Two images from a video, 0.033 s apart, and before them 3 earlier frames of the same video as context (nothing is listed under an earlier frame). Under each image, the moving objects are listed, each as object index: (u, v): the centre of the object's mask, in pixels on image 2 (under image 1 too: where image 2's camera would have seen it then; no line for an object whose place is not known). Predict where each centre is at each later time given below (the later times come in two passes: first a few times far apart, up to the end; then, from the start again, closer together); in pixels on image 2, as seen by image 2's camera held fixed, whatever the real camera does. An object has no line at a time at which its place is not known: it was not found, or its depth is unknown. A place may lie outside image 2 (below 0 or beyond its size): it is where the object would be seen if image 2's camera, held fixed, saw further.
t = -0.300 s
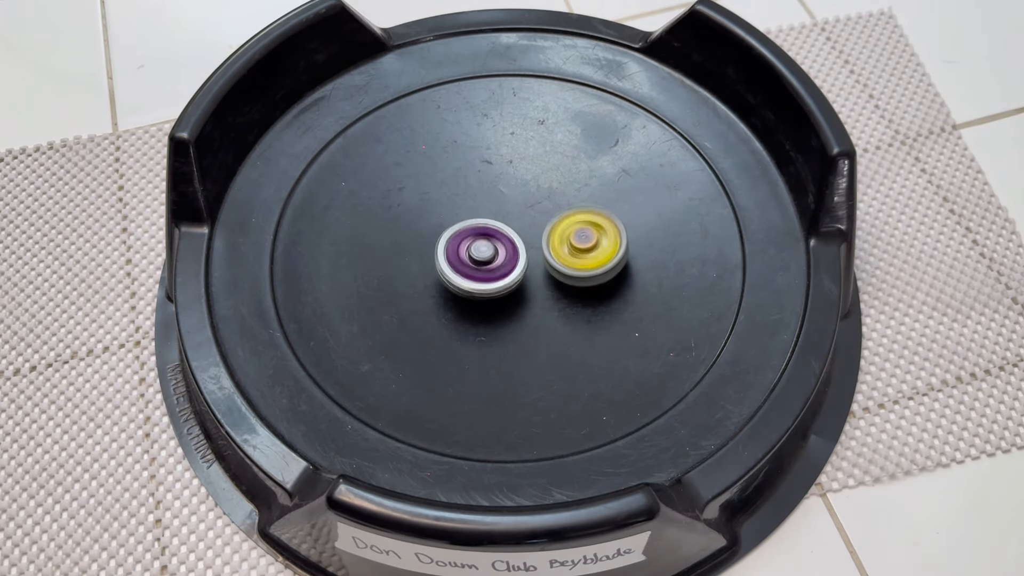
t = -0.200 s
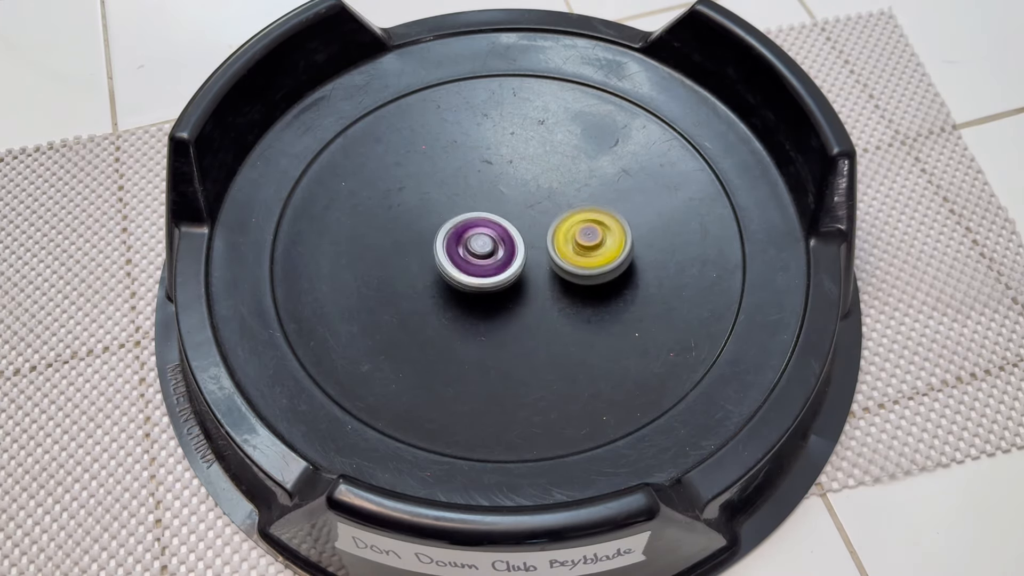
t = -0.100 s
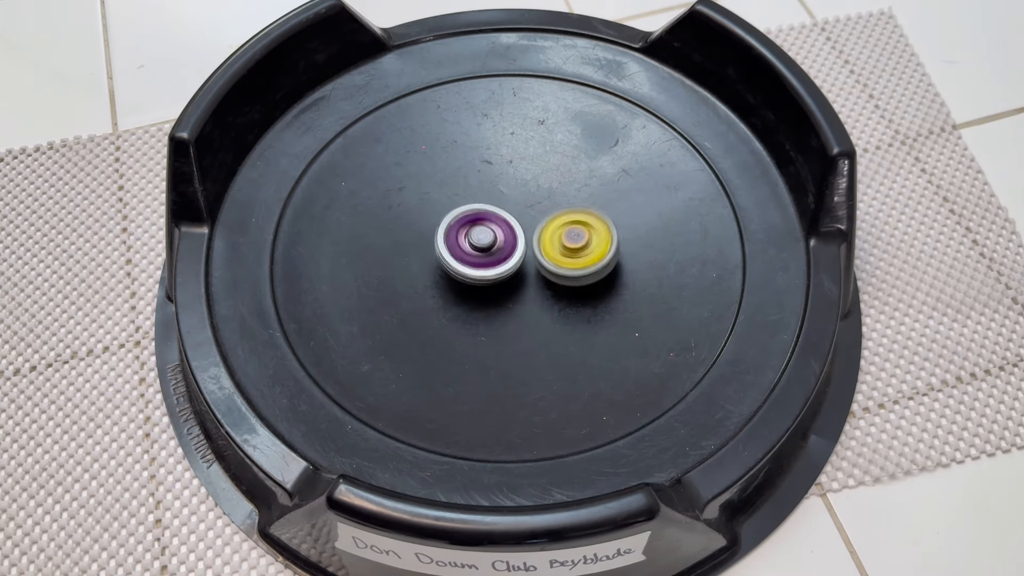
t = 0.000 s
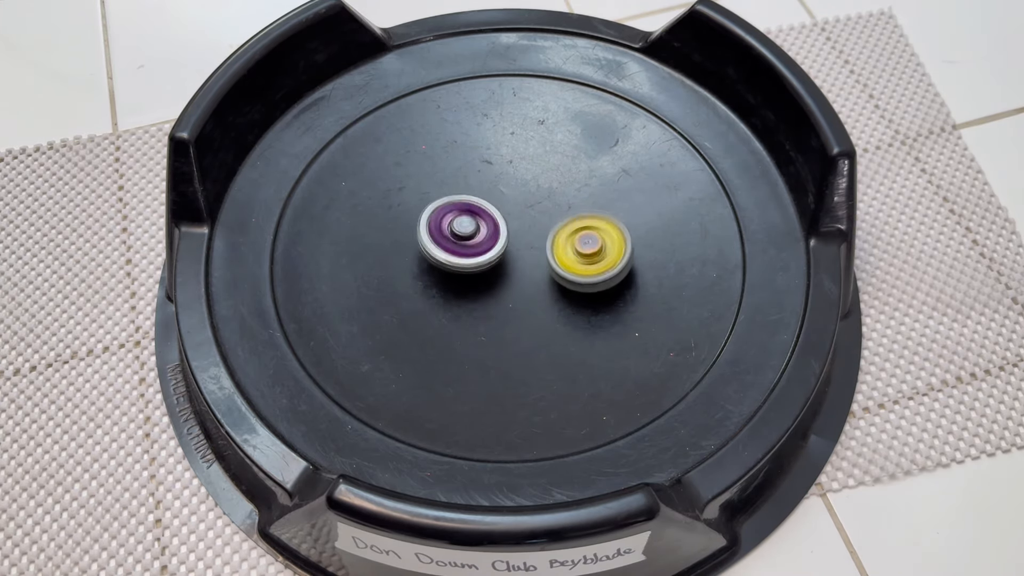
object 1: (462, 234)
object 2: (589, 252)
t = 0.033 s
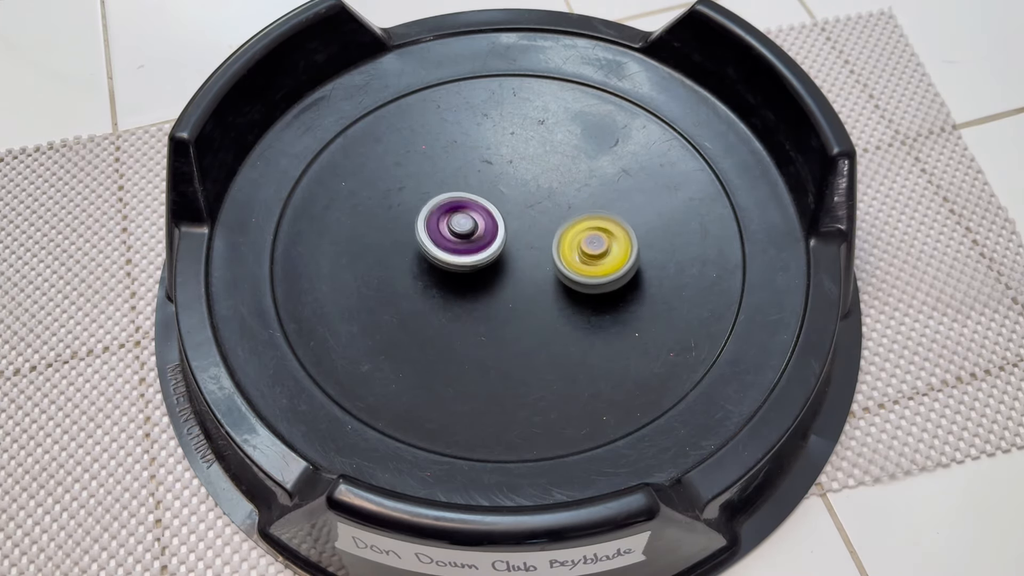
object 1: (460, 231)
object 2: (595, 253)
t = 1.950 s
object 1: (543, 240)
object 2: (435, 267)
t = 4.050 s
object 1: (473, 265)
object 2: (590, 198)
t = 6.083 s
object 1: (524, 225)
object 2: (436, 249)
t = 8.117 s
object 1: (486, 231)
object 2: (591, 262)
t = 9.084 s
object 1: (511, 218)
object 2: (457, 283)
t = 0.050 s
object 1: (459, 230)
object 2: (598, 252)
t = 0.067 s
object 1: (458, 230)
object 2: (601, 253)
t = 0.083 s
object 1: (457, 228)
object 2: (603, 252)
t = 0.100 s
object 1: (457, 228)
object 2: (605, 251)
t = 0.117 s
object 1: (455, 227)
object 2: (607, 250)
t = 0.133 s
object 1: (455, 225)
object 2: (608, 249)
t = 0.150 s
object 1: (455, 225)
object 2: (609, 247)
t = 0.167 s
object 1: (454, 224)
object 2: (608, 246)
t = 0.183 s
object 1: (454, 223)
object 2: (607, 245)
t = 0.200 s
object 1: (454, 222)
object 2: (605, 243)
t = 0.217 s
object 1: (455, 221)
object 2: (602, 242)
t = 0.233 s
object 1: (455, 220)
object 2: (599, 241)
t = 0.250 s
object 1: (455, 219)
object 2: (595, 241)
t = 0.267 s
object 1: (456, 218)
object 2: (591, 241)
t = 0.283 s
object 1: (456, 217)
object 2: (586, 242)
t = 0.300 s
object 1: (457, 217)
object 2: (582, 244)
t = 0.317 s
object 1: (458, 216)
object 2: (578, 245)
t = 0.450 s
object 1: (467, 211)
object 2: (543, 260)
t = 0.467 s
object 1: (468, 210)
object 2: (538, 262)
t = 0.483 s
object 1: (470, 210)
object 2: (535, 265)
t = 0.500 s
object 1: (470, 209)
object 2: (532, 269)
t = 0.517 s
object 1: (472, 208)
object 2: (530, 272)
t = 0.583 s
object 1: (477, 206)
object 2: (524, 286)
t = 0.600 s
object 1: (479, 206)
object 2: (524, 289)
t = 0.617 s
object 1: (480, 206)
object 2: (523, 293)
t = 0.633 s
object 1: (482, 206)
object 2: (523, 296)
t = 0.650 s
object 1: (483, 206)
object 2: (523, 299)
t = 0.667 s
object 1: (485, 206)
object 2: (524, 302)
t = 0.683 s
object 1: (487, 205)
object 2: (524, 304)
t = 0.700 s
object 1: (488, 206)
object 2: (525, 307)
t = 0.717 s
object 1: (491, 206)
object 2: (526, 309)
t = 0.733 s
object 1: (492, 206)
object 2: (526, 311)
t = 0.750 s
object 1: (494, 206)
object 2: (528, 312)
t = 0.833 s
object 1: (503, 208)
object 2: (536, 315)
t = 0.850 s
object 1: (504, 209)
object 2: (537, 315)
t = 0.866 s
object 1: (506, 210)
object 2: (538, 312)
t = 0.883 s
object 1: (507, 211)
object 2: (538, 310)
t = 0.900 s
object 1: (509, 212)
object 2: (538, 308)
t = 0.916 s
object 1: (511, 213)
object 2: (537, 305)
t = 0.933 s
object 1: (512, 214)
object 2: (536, 302)
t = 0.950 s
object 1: (514, 214)
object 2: (534, 300)
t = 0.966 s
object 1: (516, 215)
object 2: (532, 297)
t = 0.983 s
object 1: (517, 216)
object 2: (529, 294)
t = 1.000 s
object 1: (519, 215)
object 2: (526, 293)
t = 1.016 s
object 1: (521, 214)
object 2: (522, 292)
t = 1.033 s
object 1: (524, 214)
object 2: (520, 293)
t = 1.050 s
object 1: (525, 214)
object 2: (516, 293)
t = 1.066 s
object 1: (526, 214)
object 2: (513, 293)
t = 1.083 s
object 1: (527, 215)
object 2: (510, 293)
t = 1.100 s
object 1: (528, 215)
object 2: (506, 294)
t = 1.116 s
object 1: (529, 215)
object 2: (503, 294)
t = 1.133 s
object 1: (530, 215)
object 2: (500, 295)
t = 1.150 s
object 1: (531, 215)
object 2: (498, 295)
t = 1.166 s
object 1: (532, 216)
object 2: (495, 296)
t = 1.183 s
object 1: (532, 216)
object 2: (493, 296)
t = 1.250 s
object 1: (535, 219)
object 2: (485, 298)
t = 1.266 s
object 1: (536, 219)
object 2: (483, 298)
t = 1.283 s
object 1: (536, 220)
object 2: (481, 299)
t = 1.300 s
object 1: (537, 220)
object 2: (480, 298)
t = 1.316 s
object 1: (537, 221)
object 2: (479, 298)
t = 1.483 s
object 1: (536, 230)
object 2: (467, 285)
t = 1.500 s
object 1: (535, 231)
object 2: (466, 283)
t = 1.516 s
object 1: (535, 232)
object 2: (463, 282)
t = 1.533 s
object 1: (537, 232)
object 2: (458, 282)
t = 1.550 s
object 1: (539, 232)
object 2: (454, 282)
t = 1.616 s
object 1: (540, 233)
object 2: (440, 283)
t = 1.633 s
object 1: (540, 233)
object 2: (438, 284)
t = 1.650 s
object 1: (541, 234)
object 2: (435, 284)
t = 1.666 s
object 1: (540, 234)
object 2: (433, 284)
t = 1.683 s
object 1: (541, 234)
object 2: (431, 285)
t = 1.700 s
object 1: (540, 235)
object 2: (430, 285)
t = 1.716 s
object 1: (540, 235)
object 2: (429, 286)
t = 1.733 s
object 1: (540, 236)
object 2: (429, 286)
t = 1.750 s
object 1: (539, 236)
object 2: (429, 286)
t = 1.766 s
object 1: (539, 236)
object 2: (429, 286)
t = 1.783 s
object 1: (538, 237)
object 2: (431, 285)
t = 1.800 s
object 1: (537, 237)
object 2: (432, 284)
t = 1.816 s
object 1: (536, 238)
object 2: (434, 283)
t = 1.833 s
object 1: (536, 238)
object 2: (435, 281)
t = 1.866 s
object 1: (534, 240)
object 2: (439, 277)
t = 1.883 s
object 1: (533, 240)
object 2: (442, 275)
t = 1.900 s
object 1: (532, 241)
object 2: (444, 272)
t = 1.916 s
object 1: (532, 241)
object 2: (445, 270)
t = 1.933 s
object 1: (539, 240)
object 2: (439, 269)
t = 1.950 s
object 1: (543, 240)
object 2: (435, 267)
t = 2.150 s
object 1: (553, 236)
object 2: (405, 255)
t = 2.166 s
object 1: (553, 236)
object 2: (404, 254)
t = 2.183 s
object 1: (553, 236)
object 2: (404, 254)
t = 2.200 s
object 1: (553, 236)
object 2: (405, 254)
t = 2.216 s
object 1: (553, 236)
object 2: (406, 253)
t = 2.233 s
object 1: (553, 235)
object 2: (408, 253)
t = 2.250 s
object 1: (552, 236)
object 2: (411, 252)
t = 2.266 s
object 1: (552, 236)
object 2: (414, 251)
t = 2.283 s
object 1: (551, 236)
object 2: (417, 250)
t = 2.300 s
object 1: (550, 236)
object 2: (419, 249)
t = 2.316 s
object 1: (549, 236)
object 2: (424, 248)
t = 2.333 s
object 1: (549, 236)
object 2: (427, 246)
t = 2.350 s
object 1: (547, 237)
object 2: (432, 244)
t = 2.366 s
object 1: (547, 237)
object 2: (436, 243)
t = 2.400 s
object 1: (544, 237)
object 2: (443, 238)
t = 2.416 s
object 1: (543, 238)
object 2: (447, 236)
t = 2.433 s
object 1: (542, 238)
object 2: (450, 234)
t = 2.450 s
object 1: (546, 240)
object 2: (448, 229)
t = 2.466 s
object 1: (548, 241)
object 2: (447, 226)
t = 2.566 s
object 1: (550, 243)
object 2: (443, 206)
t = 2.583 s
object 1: (550, 244)
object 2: (442, 203)
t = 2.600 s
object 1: (551, 244)
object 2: (441, 201)
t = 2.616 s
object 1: (550, 245)
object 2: (440, 198)
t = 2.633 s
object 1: (550, 245)
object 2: (440, 195)
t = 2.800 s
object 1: (541, 251)
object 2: (437, 178)
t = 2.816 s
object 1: (540, 251)
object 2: (436, 178)
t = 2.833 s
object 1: (538, 252)
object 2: (437, 178)
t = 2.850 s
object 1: (536, 252)
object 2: (438, 178)
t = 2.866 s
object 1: (535, 252)
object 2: (439, 178)
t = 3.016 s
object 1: (517, 255)
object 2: (462, 190)
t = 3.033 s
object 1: (515, 255)
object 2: (466, 191)
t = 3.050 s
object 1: (514, 255)
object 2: (469, 191)
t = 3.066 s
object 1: (512, 256)
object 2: (473, 191)
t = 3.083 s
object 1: (510, 259)
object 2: (476, 189)
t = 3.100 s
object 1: (508, 261)
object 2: (478, 186)
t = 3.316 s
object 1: (491, 272)
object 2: (499, 159)
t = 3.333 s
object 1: (490, 273)
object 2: (499, 158)
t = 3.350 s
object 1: (489, 273)
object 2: (500, 157)
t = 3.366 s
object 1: (488, 273)
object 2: (500, 157)
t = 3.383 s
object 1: (487, 274)
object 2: (501, 157)
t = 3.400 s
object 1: (486, 274)
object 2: (501, 157)
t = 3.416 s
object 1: (485, 274)
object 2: (502, 158)
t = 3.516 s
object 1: (482, 272)
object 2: (507, 169)
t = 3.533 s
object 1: (482, 271)
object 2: (508, 171)
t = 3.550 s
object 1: (481, 271)
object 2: (509, 174)
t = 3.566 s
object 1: (481, 270)
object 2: (510, 177)
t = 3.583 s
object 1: (481, 269)
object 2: (512, 180)
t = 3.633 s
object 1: (482, 265)
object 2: (518, 190)
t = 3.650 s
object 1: (482, 264)
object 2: (520, 193)
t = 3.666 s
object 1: (482, 263)
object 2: (523, 196)
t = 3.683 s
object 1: (482, 262)
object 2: (526, 197)
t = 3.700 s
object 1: (476, 266)
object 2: (532, 197)
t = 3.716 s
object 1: (473, 267)
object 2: (537, 196)
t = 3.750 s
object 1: (471, 268)
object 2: (545, 196)
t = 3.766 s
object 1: (471, 268)
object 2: (549, 196)
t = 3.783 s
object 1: (470, 269)
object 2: (553, 196)
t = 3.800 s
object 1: (469, 270)
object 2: (557, 196)
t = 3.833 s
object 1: (469, 270)
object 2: (563, 195)
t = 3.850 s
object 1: (469, 270)
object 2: (567, 195)
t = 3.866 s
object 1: (468, 270)
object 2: (569, 195)
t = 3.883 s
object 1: (468, 270)
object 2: (573, 195)
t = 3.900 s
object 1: (468, 270)
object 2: (574, 195)
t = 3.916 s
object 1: (468, 270)
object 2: (577, 195)
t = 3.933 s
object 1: (469, 269)
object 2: (579, 195)
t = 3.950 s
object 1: (469, 269)
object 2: (581, 195)
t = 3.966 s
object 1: (469, 268)
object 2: (583, 196)
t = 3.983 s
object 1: (470, 268)
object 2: (585, 196)
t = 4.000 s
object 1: (471, 267)
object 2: (587, 196)
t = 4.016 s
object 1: (471, 266)
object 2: (588, 197)
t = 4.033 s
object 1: (472, 265)
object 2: (590, 198)
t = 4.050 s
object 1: (473, 265)
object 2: (590, 198)
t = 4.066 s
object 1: (473, 264)
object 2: (591, 199)
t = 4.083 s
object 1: (475, 263)
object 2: (591, 200)
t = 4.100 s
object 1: (476, 263)
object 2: (591, 201)
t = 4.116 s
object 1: (477, 261)
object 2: (589, 203)
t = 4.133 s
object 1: (478, 261)
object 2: (589, 205)
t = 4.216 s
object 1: (486, 255)
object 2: (582, 217)
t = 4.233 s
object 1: (488, 254)
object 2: (580, 221)
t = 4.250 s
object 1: (490, 253)
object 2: (579, 223)
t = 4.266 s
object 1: (491, 251)
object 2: (578, 227)
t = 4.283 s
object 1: (488, 250)
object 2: (581, 228)
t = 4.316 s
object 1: (487, 247)
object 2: (585, 231)
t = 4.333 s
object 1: (487, 246)
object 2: (587, 234)
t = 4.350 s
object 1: (487, 246)
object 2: (588, 237)
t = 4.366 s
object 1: (486, 245)
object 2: (589, 238)
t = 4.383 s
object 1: (486, 243)
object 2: (590, 241)
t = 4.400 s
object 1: (487, 242)
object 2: (591, 243)
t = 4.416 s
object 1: (487, 242)
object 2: (593, 245)
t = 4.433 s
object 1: (487, 241)
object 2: (593, 247)
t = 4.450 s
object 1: (487, 240)
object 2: (594, 249)
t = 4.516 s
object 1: (489, 236)
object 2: (595, 256)
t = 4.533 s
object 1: (489, 235)
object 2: (595, 259)
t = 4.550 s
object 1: (489, 234)
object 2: (595, 260)
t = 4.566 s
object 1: (490, 233)
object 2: (595, 262)
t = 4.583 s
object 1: (490, 233)
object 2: (594, 264)
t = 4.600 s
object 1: (490, 232)
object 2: (593, 265)
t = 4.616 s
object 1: (491, 231)
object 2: (591, 267)
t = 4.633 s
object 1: (492, 231)
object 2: (590, 269)
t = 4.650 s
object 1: (492, 230)
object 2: (589, 271)
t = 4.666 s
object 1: (493, 229)
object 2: (587, 272)
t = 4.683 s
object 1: (494, 229)
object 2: (586, 273)
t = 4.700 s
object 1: (494, 228)
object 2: (583, 274)
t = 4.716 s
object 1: (495, 228)
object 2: (581, 276)
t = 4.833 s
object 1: (501, 226)
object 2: (561, 285)
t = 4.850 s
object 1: (502, 225)
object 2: (557, 287)
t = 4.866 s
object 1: (502, 224)
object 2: (555, 289)
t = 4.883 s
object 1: (503, 224)
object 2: (553, 291)
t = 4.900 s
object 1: (504, 224)
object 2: (550, 292)
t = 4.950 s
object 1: (506, 224)
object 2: (543, 297)
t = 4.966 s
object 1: (507, 224)
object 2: (541, 299)
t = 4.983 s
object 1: (507, 224)
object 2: (537, 300)
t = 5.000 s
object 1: (508, 224)
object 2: (535, 301)
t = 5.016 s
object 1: (508, 224)
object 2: (533, 302)
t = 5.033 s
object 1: (509, 224)
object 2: (531, 303)
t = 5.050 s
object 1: (510, 224)
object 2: (528, 305)
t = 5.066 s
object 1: (511, 225)
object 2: (526, 305)
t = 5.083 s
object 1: (511, 225)
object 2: (523, 306)
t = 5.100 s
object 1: (511, 225)
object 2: (520, 306)
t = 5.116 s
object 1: (512, 225)
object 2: (518, 306)
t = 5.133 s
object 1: (512, 226)
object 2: (515, 307)
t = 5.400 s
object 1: (516, 232)
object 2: (480, 304)
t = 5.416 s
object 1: (516, 232)
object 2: (478, 304)
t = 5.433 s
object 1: (516, 233)
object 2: (476, 303)
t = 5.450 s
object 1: (517, 233)
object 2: (473, 304)
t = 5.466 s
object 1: (517, 233)
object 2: (470, 304)
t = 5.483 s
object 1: (517, 232)
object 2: (469, 304)
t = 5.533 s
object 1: (517, 231)
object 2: (463, 304)
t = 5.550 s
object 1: (516, 231)
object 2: (461, 303)
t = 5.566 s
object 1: (517, 231)
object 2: (461, 303)
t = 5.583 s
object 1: (517, 230)
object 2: (459, 302)
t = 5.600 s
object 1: (517, 230)
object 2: (458, 300)
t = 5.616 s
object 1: (517, 230)
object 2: (457, 299)
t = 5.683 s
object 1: (516, 230)
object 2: (455, 291)
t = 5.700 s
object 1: (516, 230)
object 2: (455, 290)
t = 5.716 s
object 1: (516, 230)
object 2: (454, 287)
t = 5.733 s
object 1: (517, 229)
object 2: (452, 286)
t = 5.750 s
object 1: (519, 229)
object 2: (450, 286)
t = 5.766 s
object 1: (518, 229)
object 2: (448, 284)
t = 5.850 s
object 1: (520, 226)
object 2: (441, 276)
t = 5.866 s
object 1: (520, 226)
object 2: (440, 275)
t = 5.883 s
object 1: (520, 225)
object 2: (439, 273)
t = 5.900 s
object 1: (520, 225)
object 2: (439, 271)
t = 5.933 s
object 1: (521, 225)
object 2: (439, 266)
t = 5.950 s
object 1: (521, 225)
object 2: (440, 264)
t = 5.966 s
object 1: (521, 224)
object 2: (439, 262)
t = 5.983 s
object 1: (522, 225)
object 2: (439, 260)
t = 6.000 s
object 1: (522, 225)
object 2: (438, 258)
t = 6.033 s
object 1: (523, 225)
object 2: (438, 254)
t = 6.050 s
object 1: (523, 225)
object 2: (437, 252)
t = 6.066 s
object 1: (523, 225)
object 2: (437, 250)
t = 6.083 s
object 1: (524, 225)
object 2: (436, 249)
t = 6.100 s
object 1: (525, 226)
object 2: (436, 247)
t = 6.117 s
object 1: (525, 226)
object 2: (436, 245)
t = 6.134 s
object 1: (525, 225)
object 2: (435, 244)
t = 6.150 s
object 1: (526, 226)
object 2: (434, 241)
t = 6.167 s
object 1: (526, 226)
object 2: (434, 240)
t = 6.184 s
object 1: (527, 226)
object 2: (434, 238)
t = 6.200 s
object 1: (527, 226)
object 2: (434, 236)
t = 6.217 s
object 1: (528, 227)
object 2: (434, 235)
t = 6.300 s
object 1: (529, 229)
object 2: (438, 227)
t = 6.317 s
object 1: (529, 229)
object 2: (438, 225)
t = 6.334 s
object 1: (529, 230)
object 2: (439, 223)
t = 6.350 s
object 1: (531, 231)
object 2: (437, 221)
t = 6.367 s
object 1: (533, 233)
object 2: (435, 218)
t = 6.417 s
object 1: (534, 236)
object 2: (431, 213)
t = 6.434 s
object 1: (535, 237)
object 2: (430, 211)
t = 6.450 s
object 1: (536, 238)
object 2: (429, 209)
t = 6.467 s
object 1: (535, 240)
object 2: (428, 208)
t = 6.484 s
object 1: (535, 241)
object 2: (427, 207)
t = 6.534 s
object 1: (535, 246)
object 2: (427, 203)
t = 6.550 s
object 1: (535, 247)
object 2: (427, 202)
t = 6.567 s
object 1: (535, 248)
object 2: (428, 202)
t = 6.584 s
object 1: (535, 250)
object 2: (428, 201)
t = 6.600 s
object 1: (534, 251)
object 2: (430, 200)
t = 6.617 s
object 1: (533, 252)
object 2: (431, 200)
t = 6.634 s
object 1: (533, 253)
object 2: (433, 199)
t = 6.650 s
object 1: (532, 254)
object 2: (435, 198)
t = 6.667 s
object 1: (530, 255)
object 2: (437, 198)
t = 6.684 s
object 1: (529, 256)
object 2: (439, 198)
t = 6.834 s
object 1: (516, 263)
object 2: (465, 199)
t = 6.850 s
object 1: (514, 264)
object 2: (468, 199)
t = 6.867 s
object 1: (512, 264)
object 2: (471, 199)
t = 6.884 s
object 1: (511, 264)
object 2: (474, 198)
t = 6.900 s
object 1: (510, 266)
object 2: (477, 197)
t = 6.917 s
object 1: (507, 267)
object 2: (479, 195)
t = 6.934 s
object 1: (504, 267)
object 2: (482, 194)
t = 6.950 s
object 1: (502, 267)
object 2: (484, 192)
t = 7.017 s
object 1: (496, 268)
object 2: (494, 187)
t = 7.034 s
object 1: (495, 268)
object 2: (497, 186)
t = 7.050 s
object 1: (493, 268)
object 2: (499, 184)
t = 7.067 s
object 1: (492, 267)
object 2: (502, 184)
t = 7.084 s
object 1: (491, 267)
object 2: (504, 183)
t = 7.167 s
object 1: (486, 263)
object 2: (516, 180)
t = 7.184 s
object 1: (484, 262)
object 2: (517, 180)
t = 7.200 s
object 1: (484, 260)
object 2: (519, 179)
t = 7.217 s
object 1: (484, 259)
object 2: (522, 180)
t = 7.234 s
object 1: (483, 258)
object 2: (523, 180)
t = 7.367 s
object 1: (483, 247)
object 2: (539, 188)
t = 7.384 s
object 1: (483, 246)
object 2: (540, 188)
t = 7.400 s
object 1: (482, 245)
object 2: (542, 191)
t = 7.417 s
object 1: (481, 244)
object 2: (545, 191)
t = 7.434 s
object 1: (481, 243)
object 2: (548, 191)
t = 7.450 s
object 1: (480, 242)
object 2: (550, 191)
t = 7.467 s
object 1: (481, 240)
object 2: (552, 193)
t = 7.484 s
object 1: (482, 240)
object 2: (555, 192)
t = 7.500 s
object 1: (482, 239)
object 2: (557, 193)
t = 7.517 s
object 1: (482, 238)
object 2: (559, 194)
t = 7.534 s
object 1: (482, 237)
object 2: (561, 195)
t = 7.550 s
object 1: (483, 236)
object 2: (563, 196)
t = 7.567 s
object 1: (484, 235)
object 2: (564, 197)
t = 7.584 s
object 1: (485, 234)
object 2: (566, 198)
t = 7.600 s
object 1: (485, 233)
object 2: (568, 200)
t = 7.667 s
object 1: (486, 231)
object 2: (574, 205)
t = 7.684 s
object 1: (486, 229)
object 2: (577, 207)
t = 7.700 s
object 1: (487, 228)
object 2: (579, 208)
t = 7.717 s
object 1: (489, 228)
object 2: (581, 209)
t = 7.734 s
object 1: (489, 229)
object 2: (583, 210)
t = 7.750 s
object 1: (488, 229)
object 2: (584, 212)
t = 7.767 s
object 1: (487, 229)
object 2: (584, 213)
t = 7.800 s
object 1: (489, 228)
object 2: (586, 217)
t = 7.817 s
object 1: (490, 228)
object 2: (586, 219)
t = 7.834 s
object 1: (490, 228)
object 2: (588, 220)
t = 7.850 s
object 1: (491, 229)
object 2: (587, 223)
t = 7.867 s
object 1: (491, 229)
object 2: (587, 225)
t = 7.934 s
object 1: (493, 230)
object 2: (586, 234)
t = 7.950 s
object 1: (494, 230)
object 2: (584, 237)
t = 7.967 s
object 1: (491, 230)
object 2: (587, 240)
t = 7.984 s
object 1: (489, 229)
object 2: (588, 243)
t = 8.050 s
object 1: (489, 231)
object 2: (591, 252)
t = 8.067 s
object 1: (487, 231)
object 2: (591, 254)
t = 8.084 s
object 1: (487, 231)
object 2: (592, 257)
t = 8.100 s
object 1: (486, 231)
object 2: (592, 259)
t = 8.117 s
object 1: (486, 231)
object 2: (591, 262)
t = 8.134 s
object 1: (485, 231)
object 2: (591, 264)
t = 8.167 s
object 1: (484, 233)
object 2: (590, 269)
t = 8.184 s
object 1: (483, 233)
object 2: (589, 271)
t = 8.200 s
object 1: (482, 233)
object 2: (588, 274)
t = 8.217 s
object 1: (483, 233)
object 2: (586, 276)
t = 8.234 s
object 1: (483, 234)
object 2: (585, 278)
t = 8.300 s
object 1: (481, 235)
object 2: (577, 286)
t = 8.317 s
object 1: (481, 235)
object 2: (574, 287)
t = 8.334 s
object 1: (481, 236)
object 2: (572, 289)
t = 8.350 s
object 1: (481, 236)
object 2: (570, 290)
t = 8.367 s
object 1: (481, 236)
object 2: (566, 292)
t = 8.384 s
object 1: (481, 237)
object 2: (564, 293)
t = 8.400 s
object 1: (481, 237)
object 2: (561, 294)
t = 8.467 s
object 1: (482, 239)
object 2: (547, 297)
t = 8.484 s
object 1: (482, 240)
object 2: (545, 297)
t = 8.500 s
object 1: (481, 238)
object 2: (543, 300)
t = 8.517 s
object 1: (480, 234)
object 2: (541, 302)
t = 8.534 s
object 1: (482, 232)
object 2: (539, 304)
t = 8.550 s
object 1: (482, 232)
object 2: (537, 306)
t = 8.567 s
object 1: (481, 233)
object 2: (534, 307)
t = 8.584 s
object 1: (481, 232)
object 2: (532, 307)
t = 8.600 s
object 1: (480, 232)
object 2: (531, 308)
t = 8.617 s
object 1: (479, 231)
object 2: (527, 309)
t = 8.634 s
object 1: (479, 229)
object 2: (524, 309)
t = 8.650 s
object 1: (479, 228)
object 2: (523, 309)
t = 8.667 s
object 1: (480, 228)
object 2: (519, 310)
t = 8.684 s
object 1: (481, 228)
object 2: (516, 309)
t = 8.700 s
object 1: (481, 227)
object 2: (514, 309)
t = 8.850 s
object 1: (488, 222)
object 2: (489, 300)
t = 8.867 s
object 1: (489, 220)
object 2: (487, 300)
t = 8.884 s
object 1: (492, 218)
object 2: (484, 299)
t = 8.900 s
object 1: (495, 218)
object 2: (481, 298)
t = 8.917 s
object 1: (496, 218)
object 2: (479, 297)
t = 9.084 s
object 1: (511, 218)
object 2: (457, 283)
